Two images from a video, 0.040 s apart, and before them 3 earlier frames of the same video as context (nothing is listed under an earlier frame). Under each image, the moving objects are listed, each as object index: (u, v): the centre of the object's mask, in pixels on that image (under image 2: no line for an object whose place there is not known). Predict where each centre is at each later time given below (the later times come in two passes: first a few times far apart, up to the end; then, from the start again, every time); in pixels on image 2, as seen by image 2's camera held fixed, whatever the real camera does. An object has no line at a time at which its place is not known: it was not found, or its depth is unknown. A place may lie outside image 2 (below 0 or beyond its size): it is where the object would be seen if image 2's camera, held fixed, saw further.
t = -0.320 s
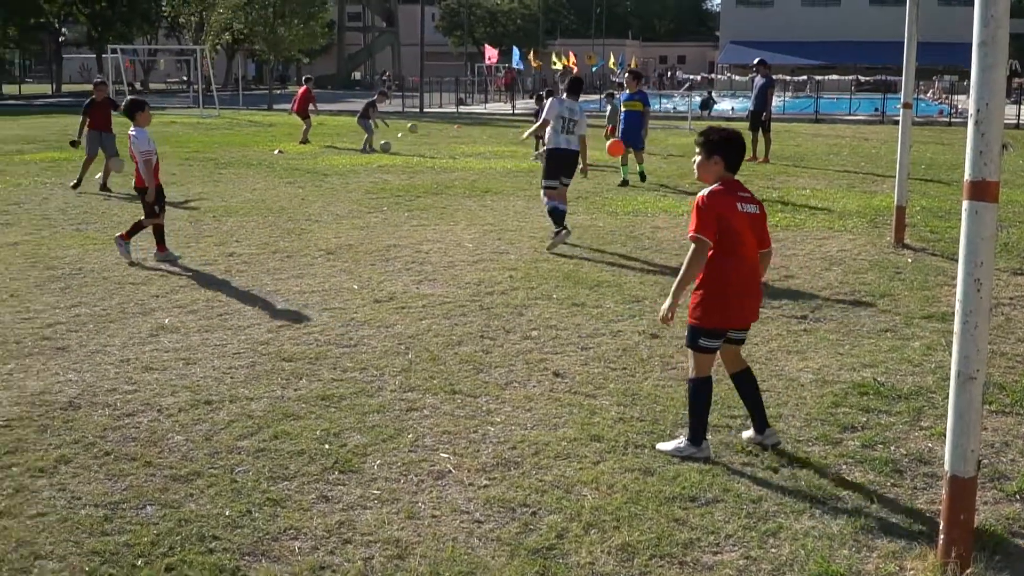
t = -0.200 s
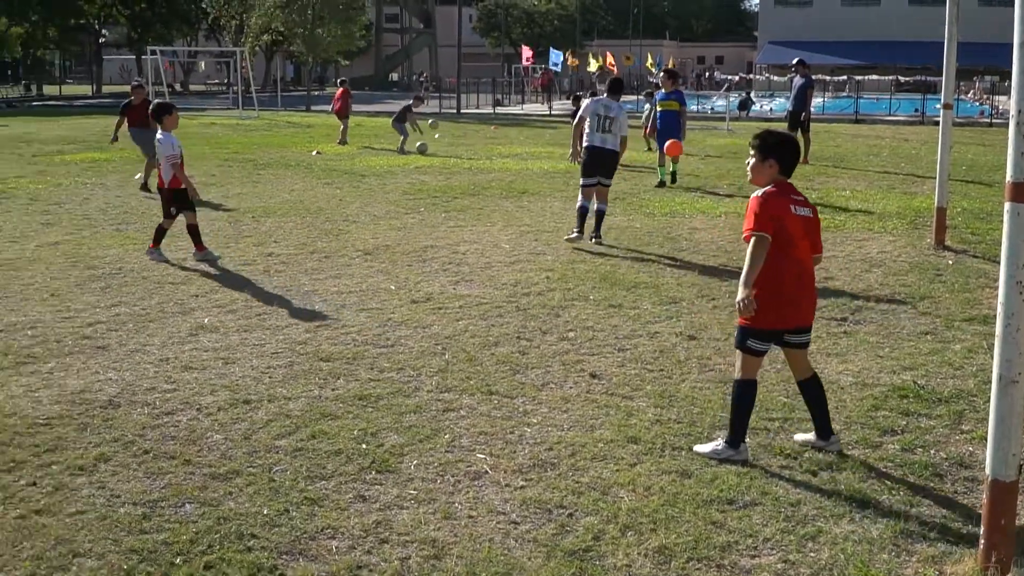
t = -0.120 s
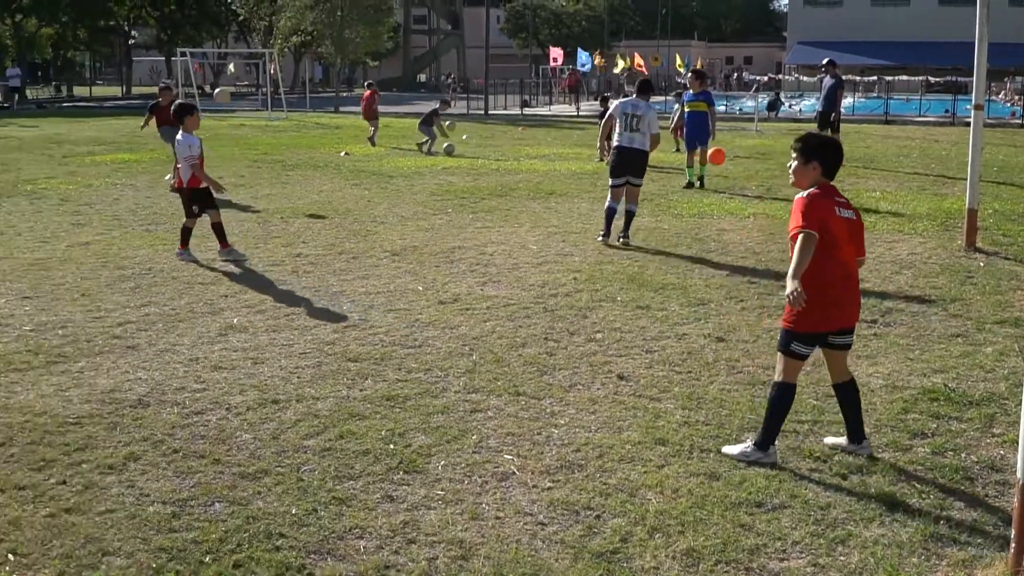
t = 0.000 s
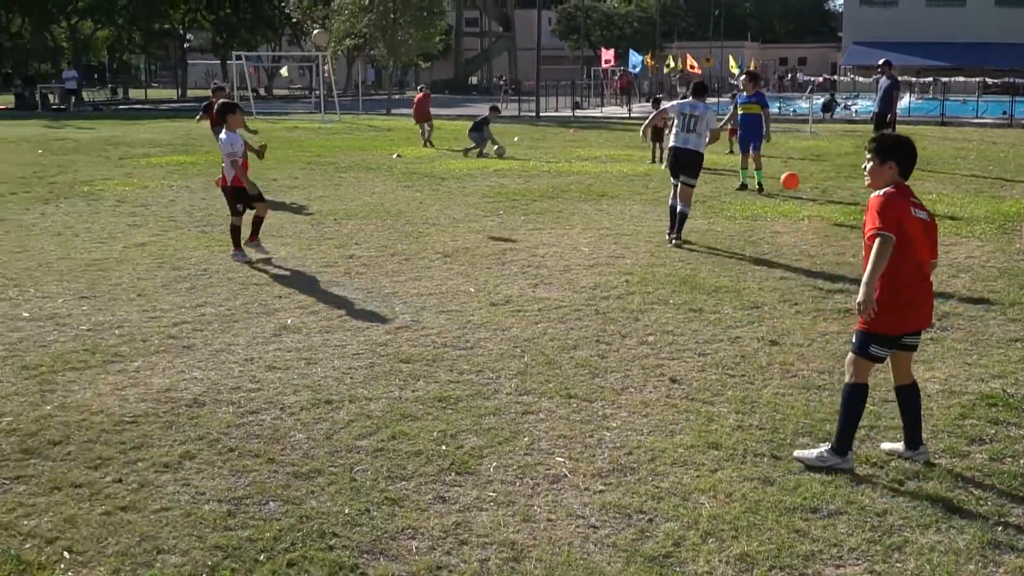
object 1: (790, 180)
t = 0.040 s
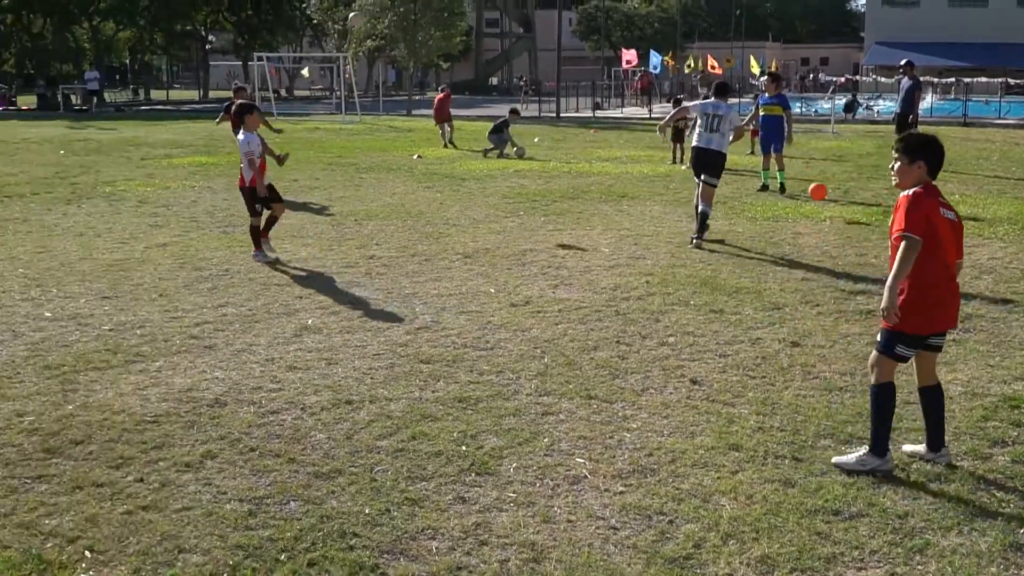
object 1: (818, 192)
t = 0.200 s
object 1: (844, 189)
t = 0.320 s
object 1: (857, 172)
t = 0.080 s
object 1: (826, 202)
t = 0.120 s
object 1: (833, 208)
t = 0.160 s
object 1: (838, 198)
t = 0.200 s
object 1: (844, 189)
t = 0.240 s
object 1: (849, 182)
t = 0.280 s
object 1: (853, 176)
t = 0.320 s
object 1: (857, 172)
